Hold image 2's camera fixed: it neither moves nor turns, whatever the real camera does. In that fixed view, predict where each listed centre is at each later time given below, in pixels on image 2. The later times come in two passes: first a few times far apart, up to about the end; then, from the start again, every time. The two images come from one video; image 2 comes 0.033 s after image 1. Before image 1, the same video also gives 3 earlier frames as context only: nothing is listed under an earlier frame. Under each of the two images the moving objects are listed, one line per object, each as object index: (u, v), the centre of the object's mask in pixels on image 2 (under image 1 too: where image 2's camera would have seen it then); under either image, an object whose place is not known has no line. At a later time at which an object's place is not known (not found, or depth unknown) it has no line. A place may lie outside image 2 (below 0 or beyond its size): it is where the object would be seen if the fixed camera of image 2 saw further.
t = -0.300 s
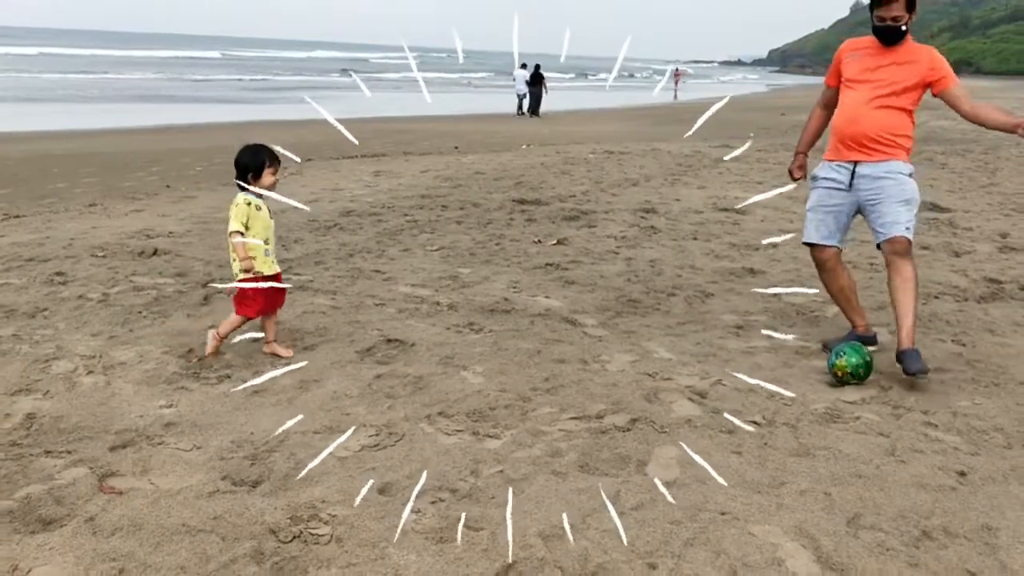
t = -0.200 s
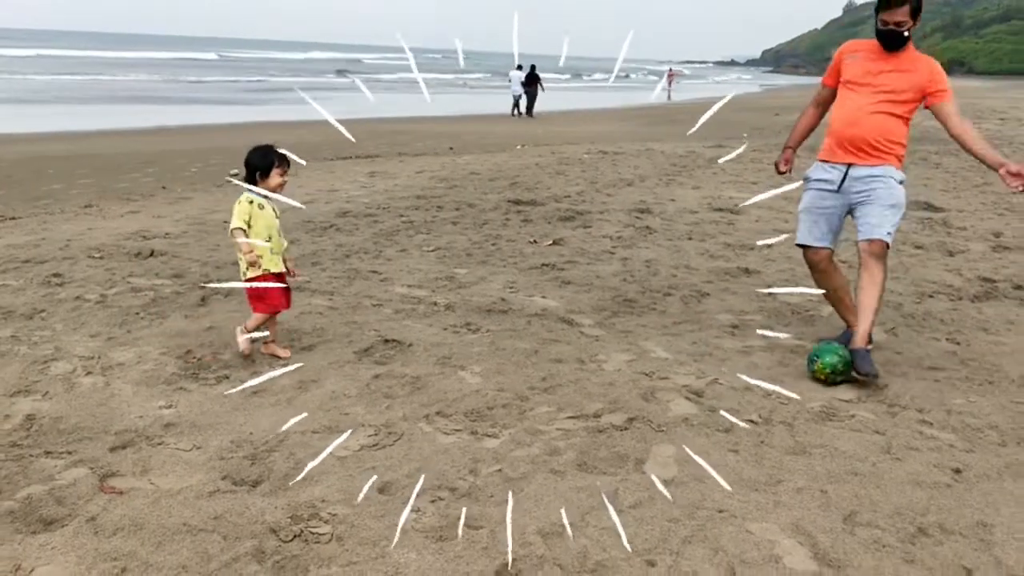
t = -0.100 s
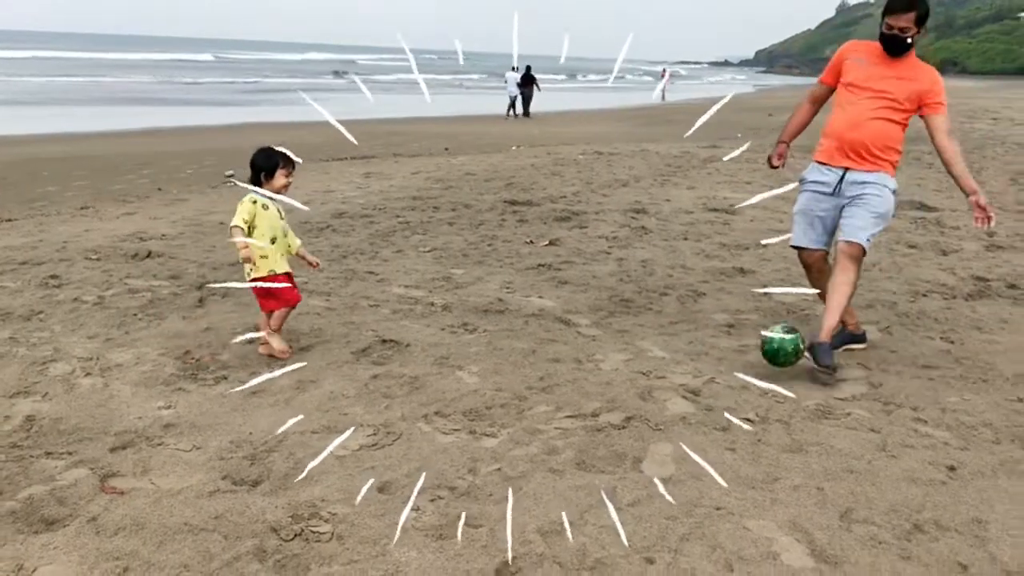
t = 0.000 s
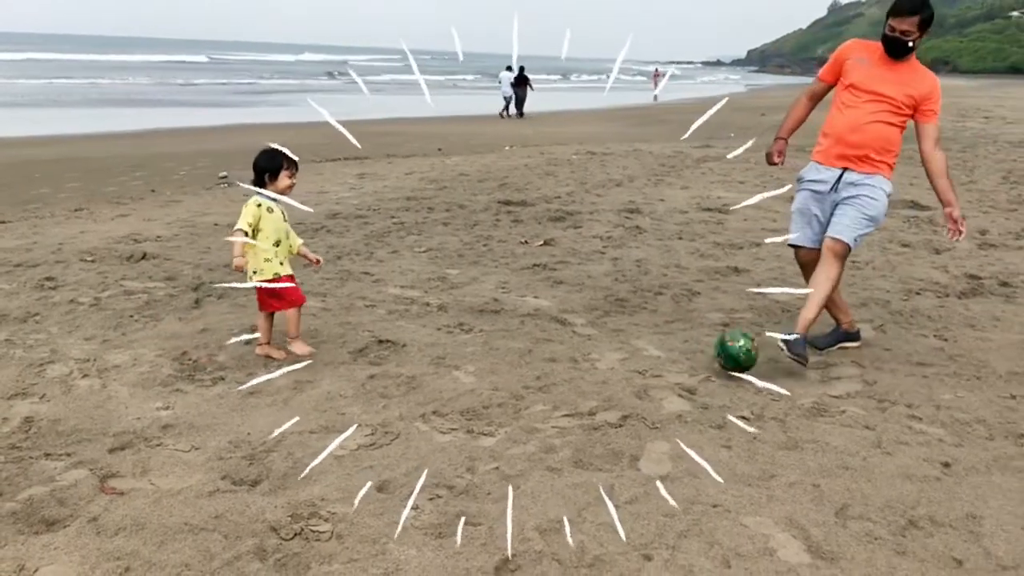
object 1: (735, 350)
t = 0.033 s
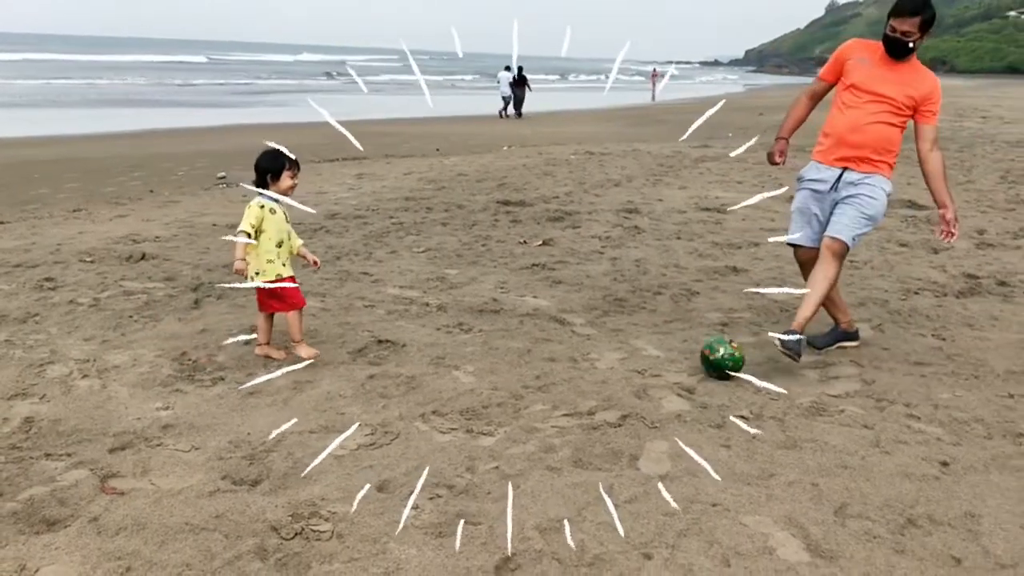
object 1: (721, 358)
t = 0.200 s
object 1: (675, 342)
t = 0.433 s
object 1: (604, 354)
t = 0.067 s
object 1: (714, 352)
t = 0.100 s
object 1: (705, 346)
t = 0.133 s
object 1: (696, 343)
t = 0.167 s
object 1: (686, 340)
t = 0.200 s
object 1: (675, 342)
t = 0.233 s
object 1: (663, 345)
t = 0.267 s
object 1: (651, 353)
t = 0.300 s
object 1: (639, 363)
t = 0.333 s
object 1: (629, 362)
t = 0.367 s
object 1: (621, 357)
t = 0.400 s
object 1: (612, 355)
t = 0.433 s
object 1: (604, 354)
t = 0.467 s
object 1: (596, 355)
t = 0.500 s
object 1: (588, 357)
